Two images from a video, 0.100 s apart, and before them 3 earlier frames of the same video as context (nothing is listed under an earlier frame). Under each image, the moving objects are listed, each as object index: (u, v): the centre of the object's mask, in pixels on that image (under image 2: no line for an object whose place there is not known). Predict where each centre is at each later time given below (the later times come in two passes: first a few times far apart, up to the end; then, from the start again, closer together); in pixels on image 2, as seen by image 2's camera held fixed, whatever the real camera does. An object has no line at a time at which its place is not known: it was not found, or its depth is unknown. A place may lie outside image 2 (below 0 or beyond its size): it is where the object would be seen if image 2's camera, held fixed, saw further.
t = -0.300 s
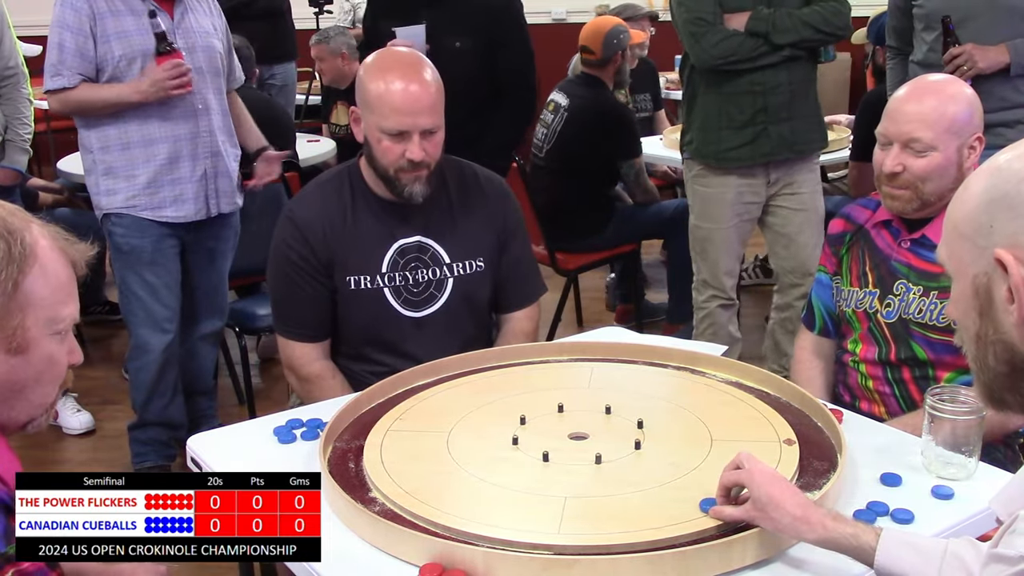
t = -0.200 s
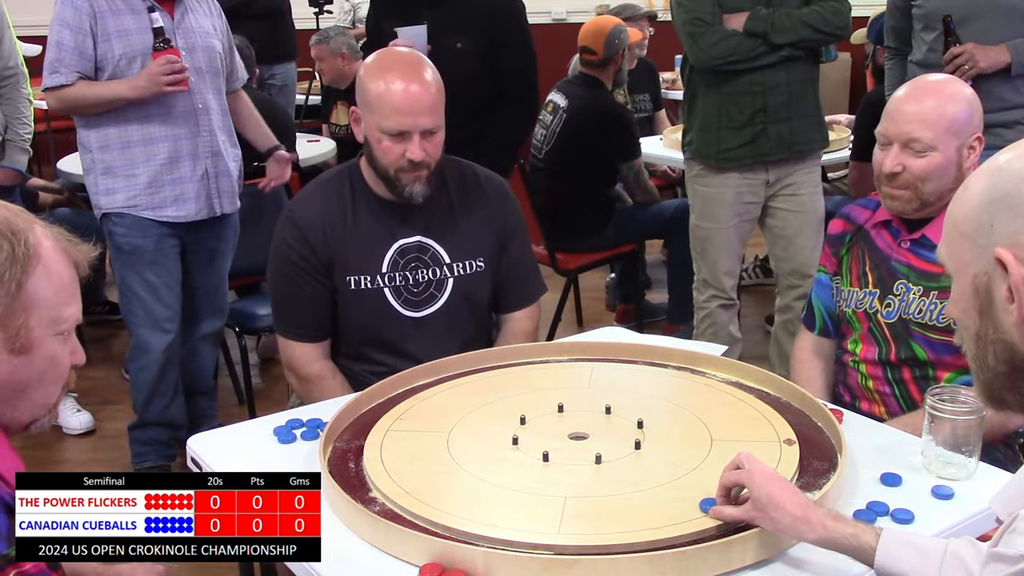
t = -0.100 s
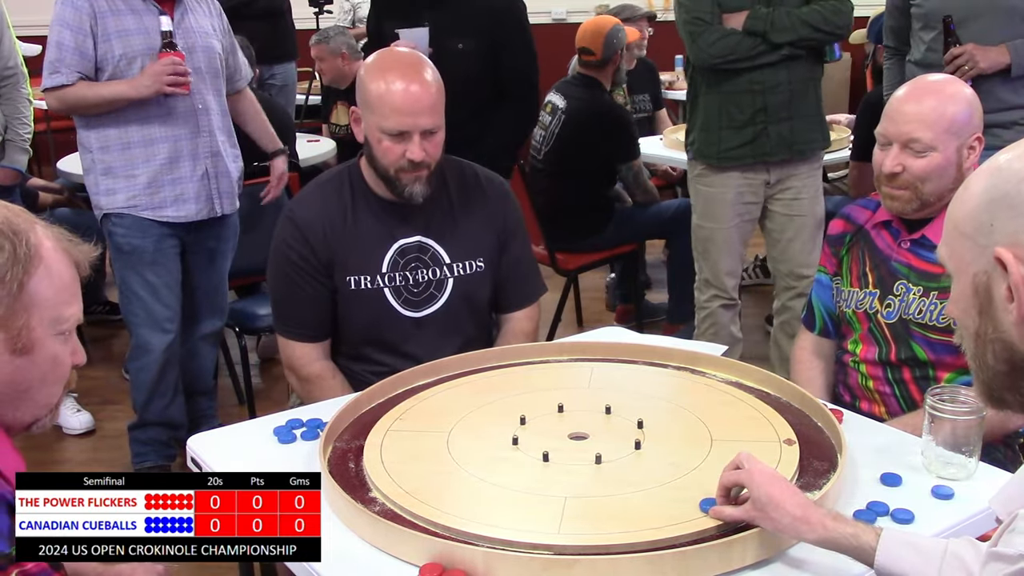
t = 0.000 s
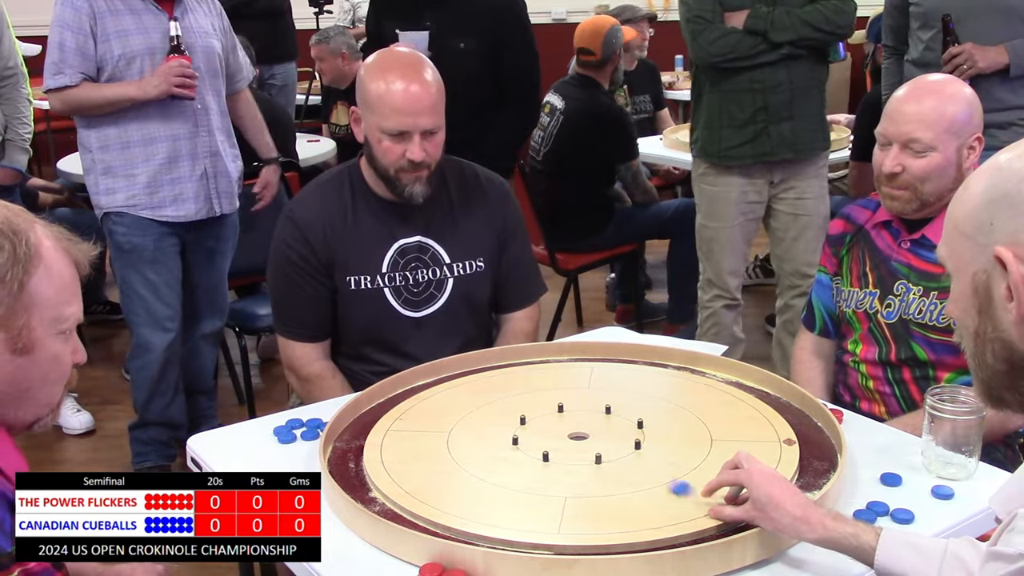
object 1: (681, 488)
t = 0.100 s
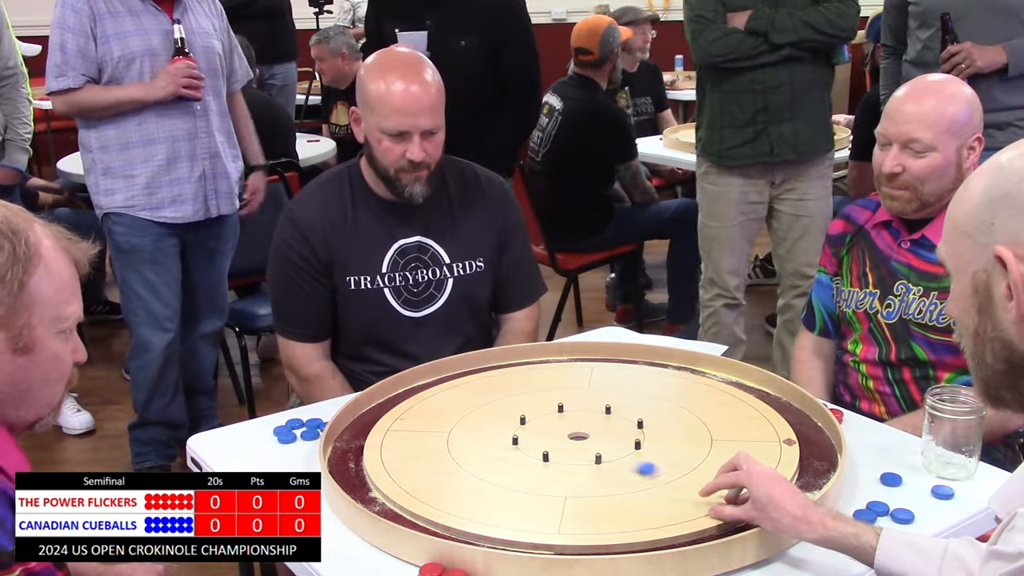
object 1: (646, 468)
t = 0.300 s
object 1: (596, 440)
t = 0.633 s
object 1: (578, 435)
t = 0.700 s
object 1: (578, 435)
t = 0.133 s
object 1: (636, 463)
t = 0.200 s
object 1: (617, 453)
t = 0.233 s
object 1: (610, 448)
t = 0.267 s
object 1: (603, 444)
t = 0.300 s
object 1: (596, 440)
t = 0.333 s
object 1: (590, 437)
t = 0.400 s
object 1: (579, 432)
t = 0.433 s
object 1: (576, 432)
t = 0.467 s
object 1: (575, 433)
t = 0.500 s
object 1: (575, 433)
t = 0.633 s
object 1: (578, 435)
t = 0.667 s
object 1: (578, 435)
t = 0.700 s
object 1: (578, 435)
